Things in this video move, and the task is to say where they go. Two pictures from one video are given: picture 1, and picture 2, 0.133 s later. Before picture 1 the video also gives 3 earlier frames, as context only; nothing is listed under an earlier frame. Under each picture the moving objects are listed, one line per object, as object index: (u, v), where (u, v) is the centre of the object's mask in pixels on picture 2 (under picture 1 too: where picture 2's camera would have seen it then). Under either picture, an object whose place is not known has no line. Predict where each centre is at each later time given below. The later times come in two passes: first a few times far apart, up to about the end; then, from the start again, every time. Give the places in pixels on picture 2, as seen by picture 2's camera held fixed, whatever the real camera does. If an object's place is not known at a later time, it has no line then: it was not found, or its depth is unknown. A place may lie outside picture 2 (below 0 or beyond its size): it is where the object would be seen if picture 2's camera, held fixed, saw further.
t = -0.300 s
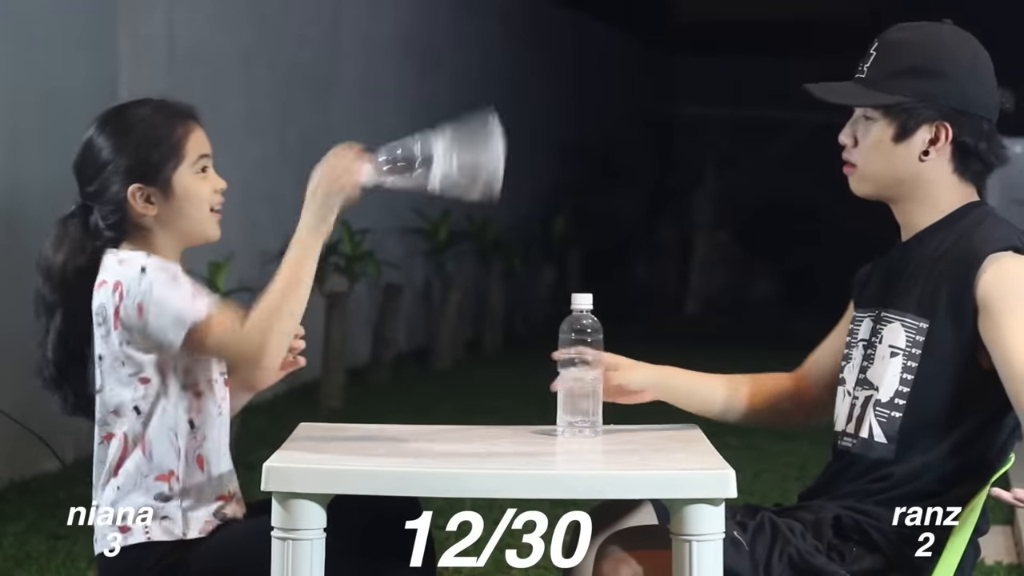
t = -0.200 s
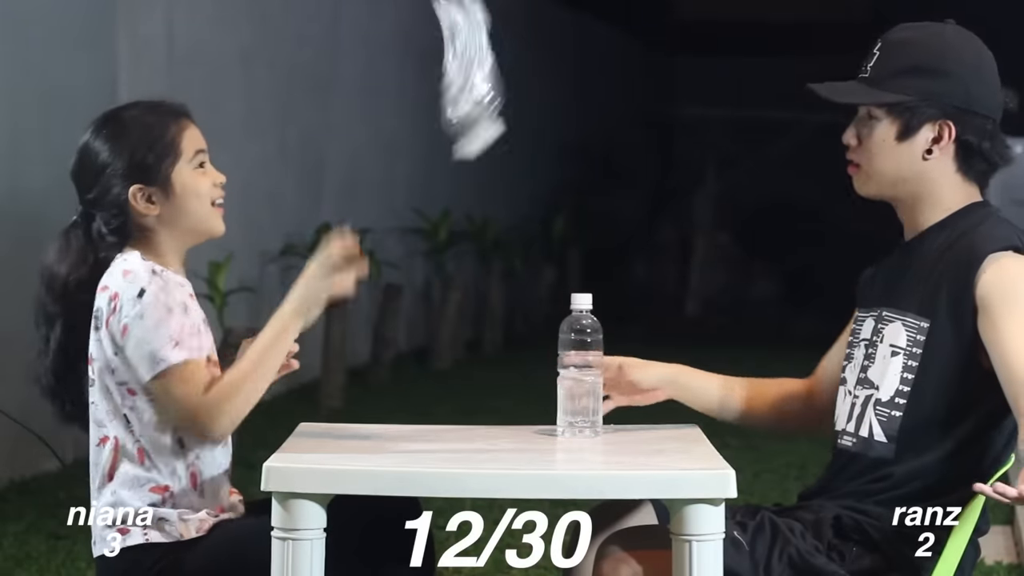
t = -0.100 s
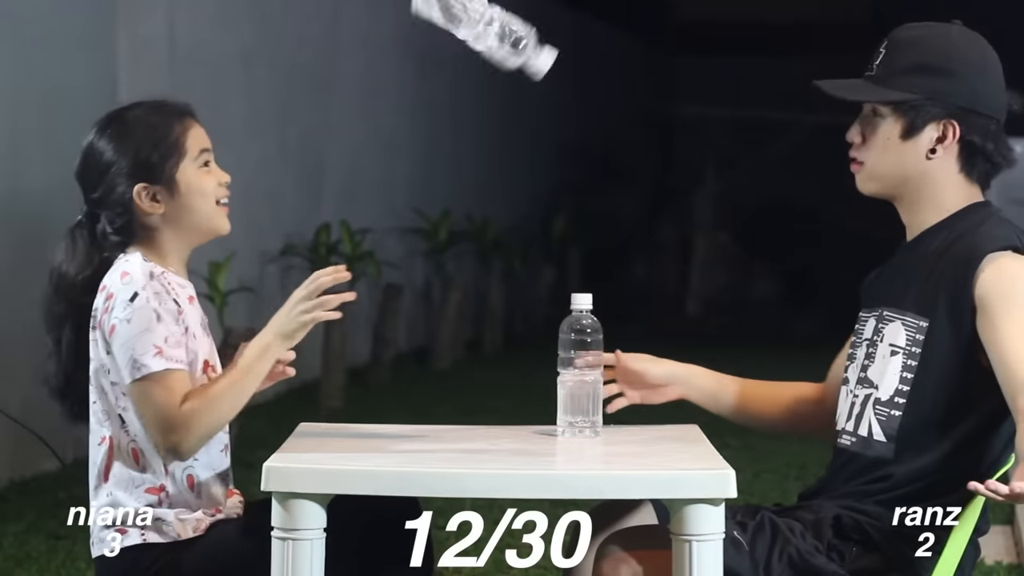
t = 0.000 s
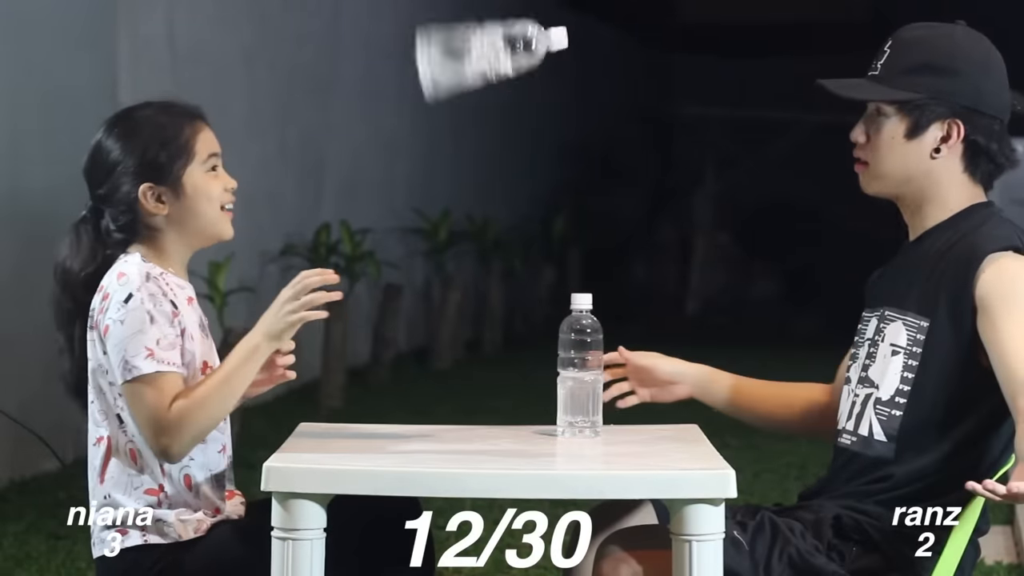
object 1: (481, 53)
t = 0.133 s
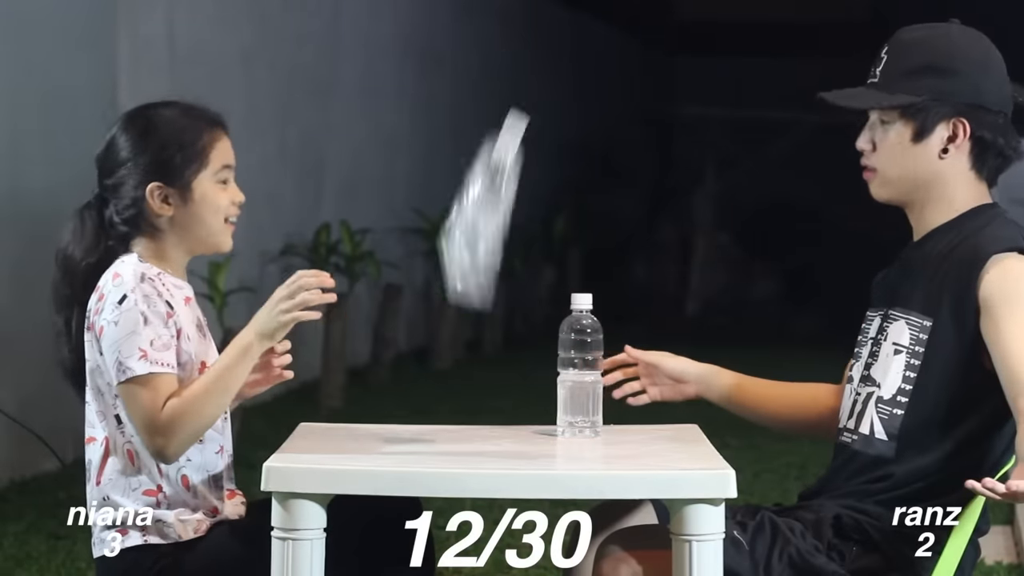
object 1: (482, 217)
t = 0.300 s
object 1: (464, 376)
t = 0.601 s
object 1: (410, 425)
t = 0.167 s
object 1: (484, 279)
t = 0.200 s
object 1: (481, 337)
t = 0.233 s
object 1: (474, 377)
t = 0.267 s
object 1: (469, 377)
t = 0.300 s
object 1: (464, 376)
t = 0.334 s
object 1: (456, 378)
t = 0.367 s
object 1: (448, 381)
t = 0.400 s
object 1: (438, 385)
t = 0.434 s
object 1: (424, 393)
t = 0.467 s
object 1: (412, 407)
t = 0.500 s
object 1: (411, 424)
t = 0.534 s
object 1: (411, 425)
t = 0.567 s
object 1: (411, 425)
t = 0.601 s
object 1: (410, 425)
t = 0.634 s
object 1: (410, 424)
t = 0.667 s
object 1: (409, 424)
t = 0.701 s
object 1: (410, 424)
